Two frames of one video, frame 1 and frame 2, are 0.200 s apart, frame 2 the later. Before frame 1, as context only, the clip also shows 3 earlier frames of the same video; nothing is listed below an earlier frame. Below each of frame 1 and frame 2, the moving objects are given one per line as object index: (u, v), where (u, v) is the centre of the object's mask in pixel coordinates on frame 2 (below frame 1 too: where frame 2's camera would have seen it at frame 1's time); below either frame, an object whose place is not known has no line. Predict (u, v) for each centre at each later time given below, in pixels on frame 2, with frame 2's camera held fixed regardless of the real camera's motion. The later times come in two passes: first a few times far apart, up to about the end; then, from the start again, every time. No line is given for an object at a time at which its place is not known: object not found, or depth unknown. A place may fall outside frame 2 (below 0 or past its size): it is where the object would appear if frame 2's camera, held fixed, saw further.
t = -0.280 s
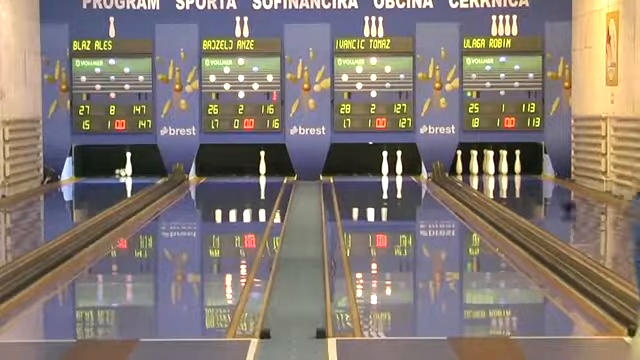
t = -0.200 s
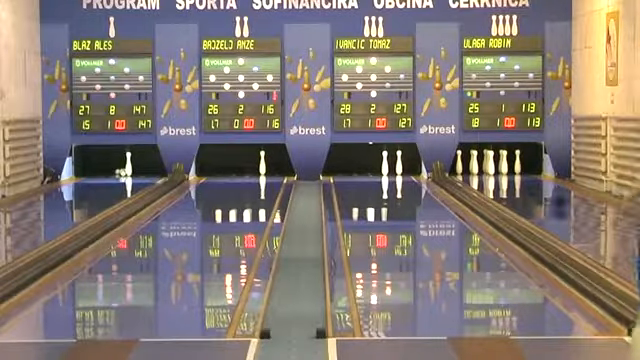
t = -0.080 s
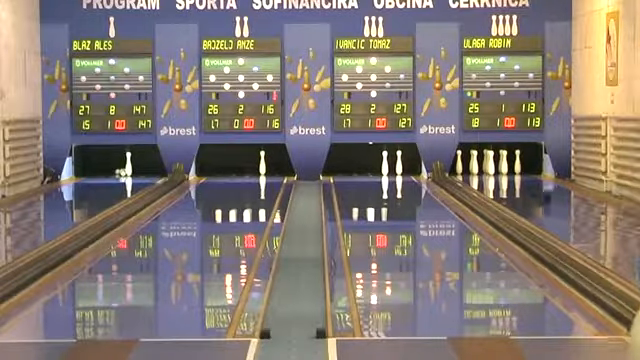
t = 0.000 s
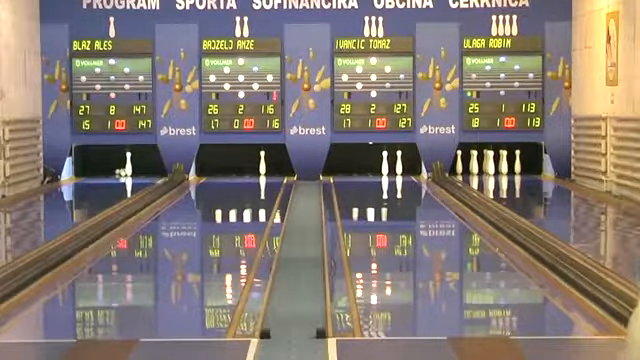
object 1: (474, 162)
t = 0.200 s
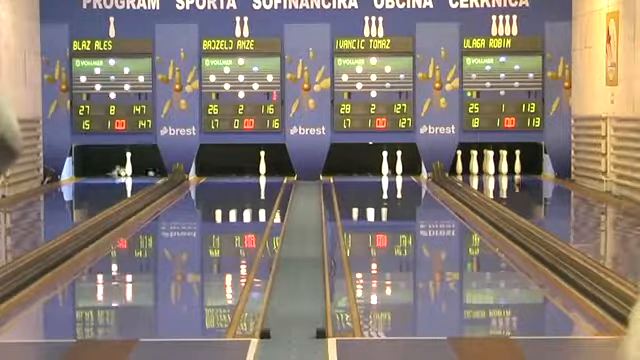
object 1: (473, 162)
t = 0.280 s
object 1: (474, 162)
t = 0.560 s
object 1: (474, 162)
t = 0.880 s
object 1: (470, 161)
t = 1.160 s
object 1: (459, 171)
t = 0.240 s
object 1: (473, 162)
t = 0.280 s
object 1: (474, 162)
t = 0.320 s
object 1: (474, 162)
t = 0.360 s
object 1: (474, 162)
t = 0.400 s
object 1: (474, 162)
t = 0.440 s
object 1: (474, 162)
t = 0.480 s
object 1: (474, 162)
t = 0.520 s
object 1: (474, 162)
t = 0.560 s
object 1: (474, 162)
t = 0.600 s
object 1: (474, 162)
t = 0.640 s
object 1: (474, 162)
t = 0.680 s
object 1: (474, 162)
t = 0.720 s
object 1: (473, 162)
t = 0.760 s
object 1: (473, 162)
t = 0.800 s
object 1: (472, 162)
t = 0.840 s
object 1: (471, 163)
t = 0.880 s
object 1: (470, 161)
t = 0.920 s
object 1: (465, 166)
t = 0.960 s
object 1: (461, 169)
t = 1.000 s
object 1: (458, 170)
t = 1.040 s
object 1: (456, 170)
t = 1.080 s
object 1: (456, 170)
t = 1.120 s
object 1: (457, 171)
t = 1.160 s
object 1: (459, 171)
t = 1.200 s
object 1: (460, 171)
